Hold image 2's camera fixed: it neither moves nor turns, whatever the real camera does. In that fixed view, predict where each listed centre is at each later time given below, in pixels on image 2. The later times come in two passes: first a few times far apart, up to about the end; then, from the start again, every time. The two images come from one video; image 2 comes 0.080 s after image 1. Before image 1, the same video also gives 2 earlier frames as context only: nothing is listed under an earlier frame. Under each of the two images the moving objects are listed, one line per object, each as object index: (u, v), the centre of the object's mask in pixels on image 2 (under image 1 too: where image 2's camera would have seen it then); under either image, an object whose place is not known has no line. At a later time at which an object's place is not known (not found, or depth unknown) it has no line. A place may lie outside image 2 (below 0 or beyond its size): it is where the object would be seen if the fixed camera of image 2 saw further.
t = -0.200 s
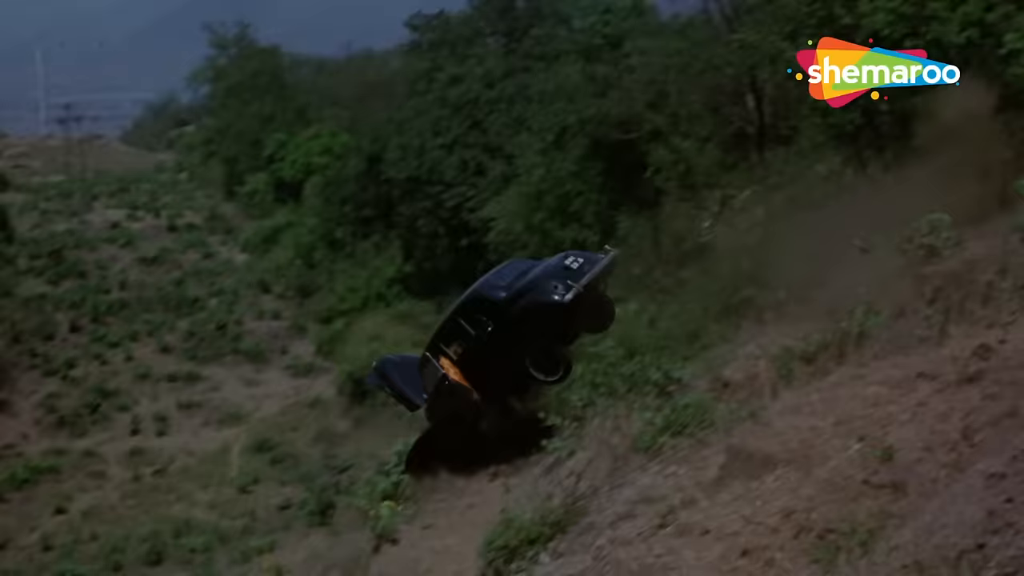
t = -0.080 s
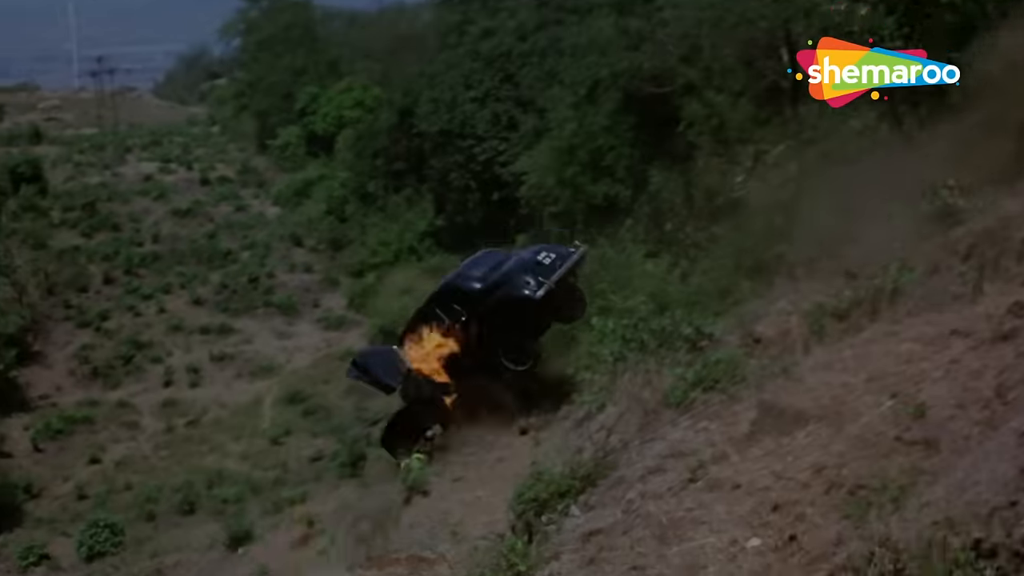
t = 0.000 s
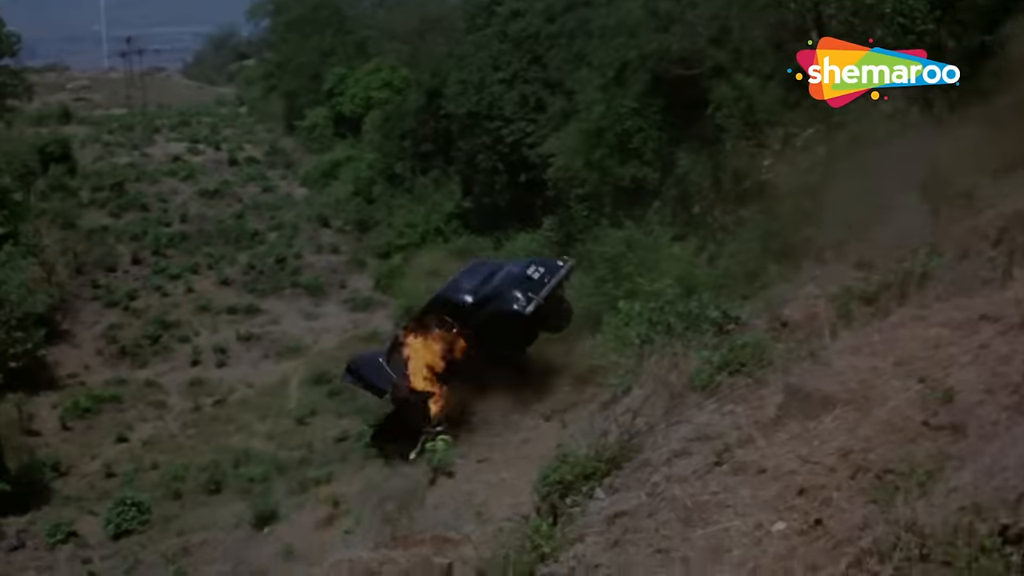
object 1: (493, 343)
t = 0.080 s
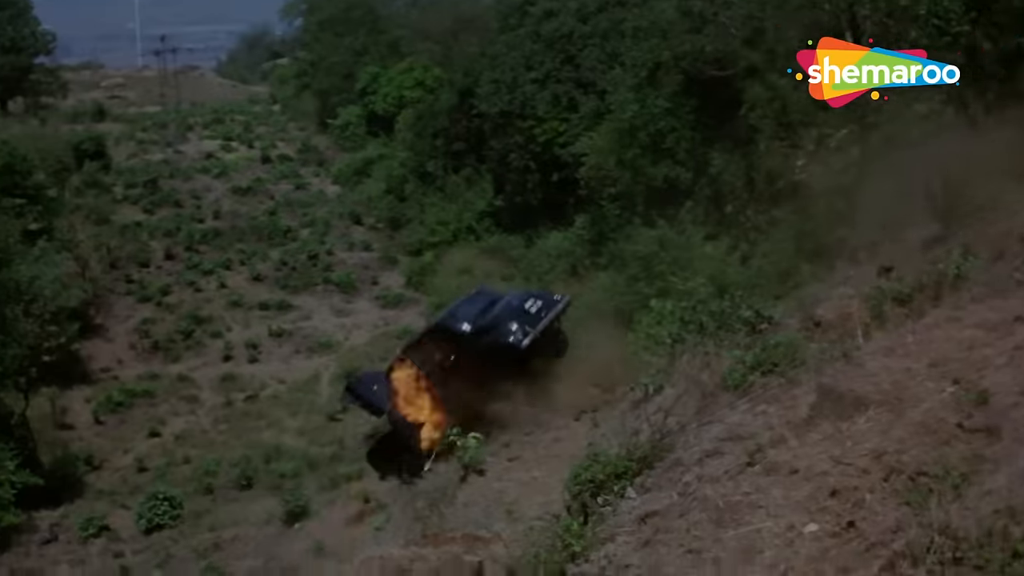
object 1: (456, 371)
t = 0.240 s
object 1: (385, 435)
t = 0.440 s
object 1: (318, 484)
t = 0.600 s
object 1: (244, 471)
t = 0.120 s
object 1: (436, 389)
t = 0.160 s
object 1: (418, 406)
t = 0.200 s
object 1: (402, 421)
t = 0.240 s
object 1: (385, 435)
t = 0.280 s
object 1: (370, 449)
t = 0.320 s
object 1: (356, 461)
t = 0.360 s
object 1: (342, 471)
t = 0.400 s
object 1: (325, 481)
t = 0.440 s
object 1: (318, 484)
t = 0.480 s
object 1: (308, 489)
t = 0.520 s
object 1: (293, 493)
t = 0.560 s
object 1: (280, 497)
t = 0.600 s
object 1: (244, 471)
